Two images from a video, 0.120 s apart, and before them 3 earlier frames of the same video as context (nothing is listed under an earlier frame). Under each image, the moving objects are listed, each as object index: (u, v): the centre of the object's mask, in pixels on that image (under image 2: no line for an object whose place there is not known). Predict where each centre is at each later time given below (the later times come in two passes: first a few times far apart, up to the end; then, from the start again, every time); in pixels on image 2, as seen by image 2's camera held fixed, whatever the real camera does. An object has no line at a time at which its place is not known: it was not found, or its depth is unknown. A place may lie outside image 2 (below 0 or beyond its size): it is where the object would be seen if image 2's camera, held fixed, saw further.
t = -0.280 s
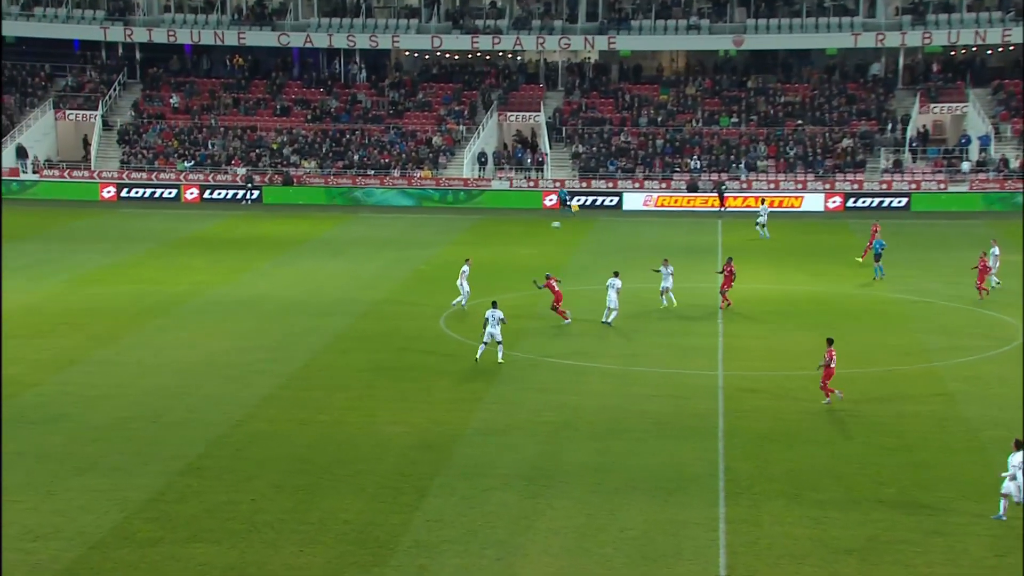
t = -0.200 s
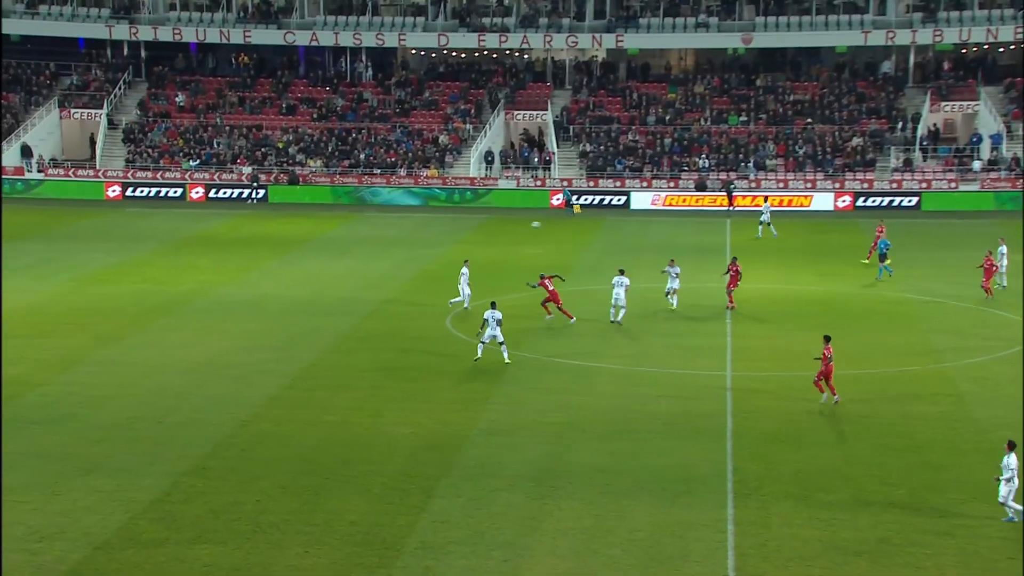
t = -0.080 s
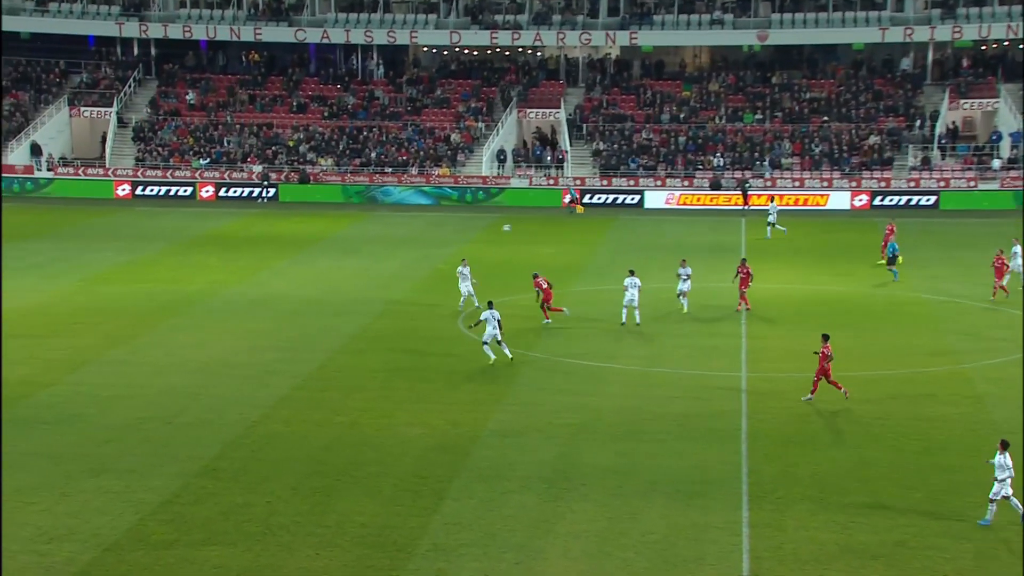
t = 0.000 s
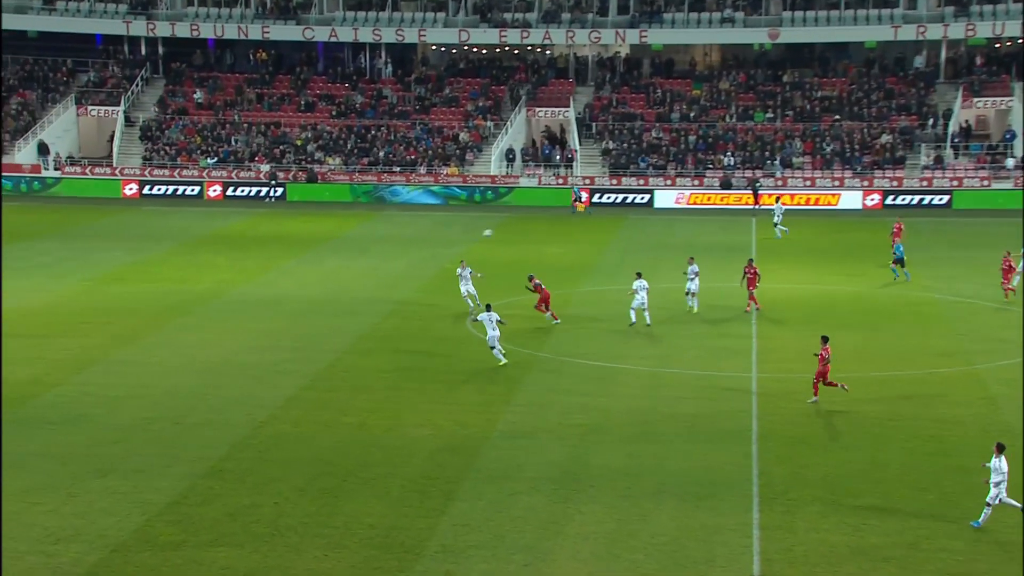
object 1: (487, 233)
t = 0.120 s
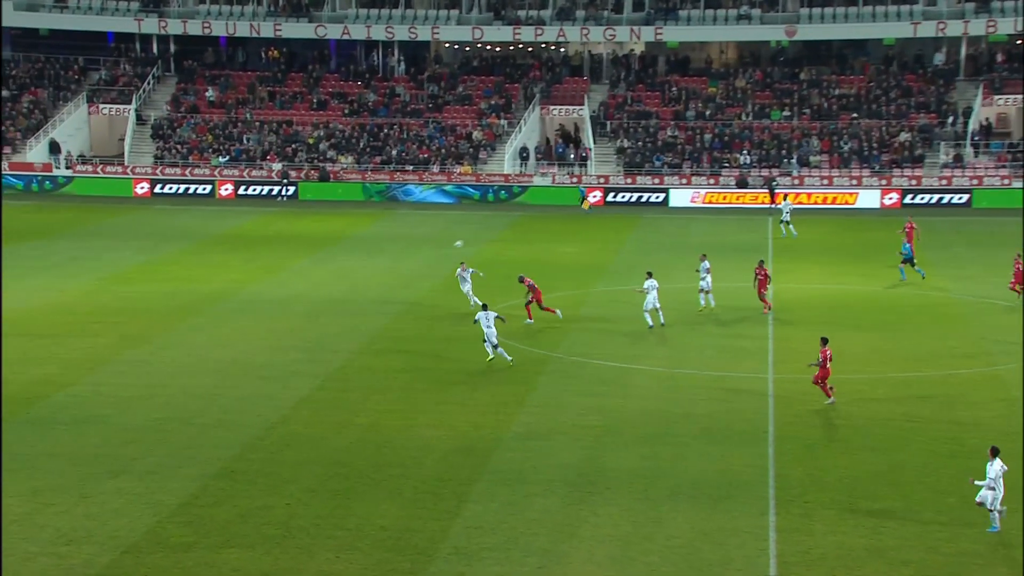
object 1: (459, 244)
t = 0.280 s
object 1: (403, 266)
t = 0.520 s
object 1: (321, 316)
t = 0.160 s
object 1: (444, 249)
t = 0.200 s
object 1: (430, 254)
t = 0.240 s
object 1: (417, 260)
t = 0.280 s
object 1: (403, 266)
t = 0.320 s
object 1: (390, 273)
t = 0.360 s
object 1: (376, 280)
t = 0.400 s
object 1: (362, 288)
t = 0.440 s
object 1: (348, 297)
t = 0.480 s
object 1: (334, 306)
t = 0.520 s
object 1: (321, 316)
